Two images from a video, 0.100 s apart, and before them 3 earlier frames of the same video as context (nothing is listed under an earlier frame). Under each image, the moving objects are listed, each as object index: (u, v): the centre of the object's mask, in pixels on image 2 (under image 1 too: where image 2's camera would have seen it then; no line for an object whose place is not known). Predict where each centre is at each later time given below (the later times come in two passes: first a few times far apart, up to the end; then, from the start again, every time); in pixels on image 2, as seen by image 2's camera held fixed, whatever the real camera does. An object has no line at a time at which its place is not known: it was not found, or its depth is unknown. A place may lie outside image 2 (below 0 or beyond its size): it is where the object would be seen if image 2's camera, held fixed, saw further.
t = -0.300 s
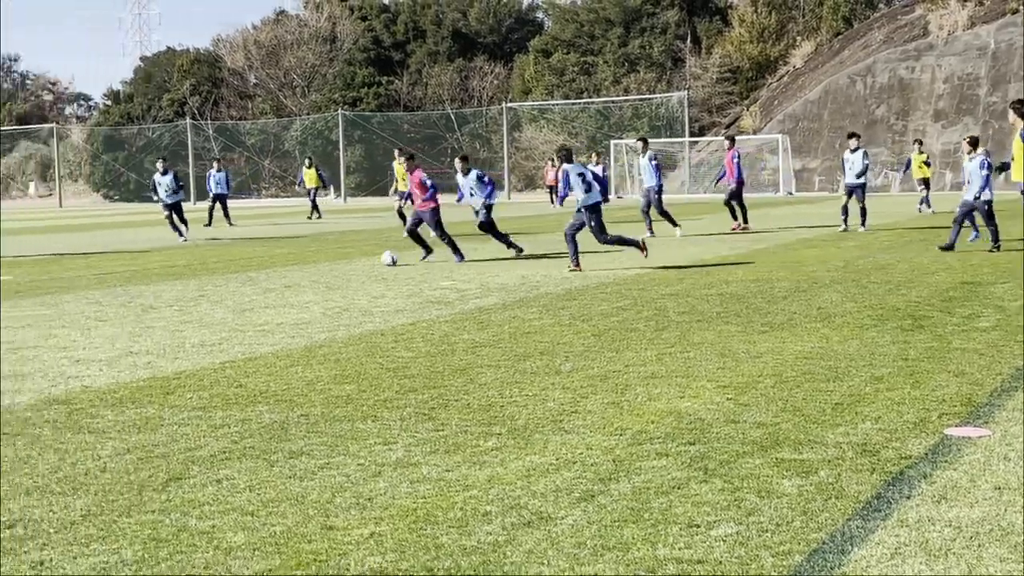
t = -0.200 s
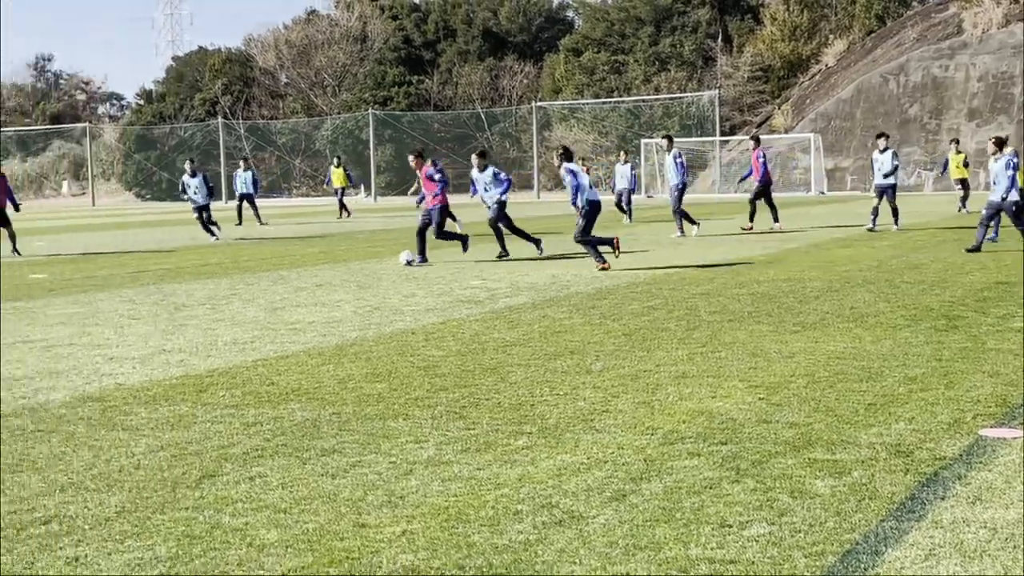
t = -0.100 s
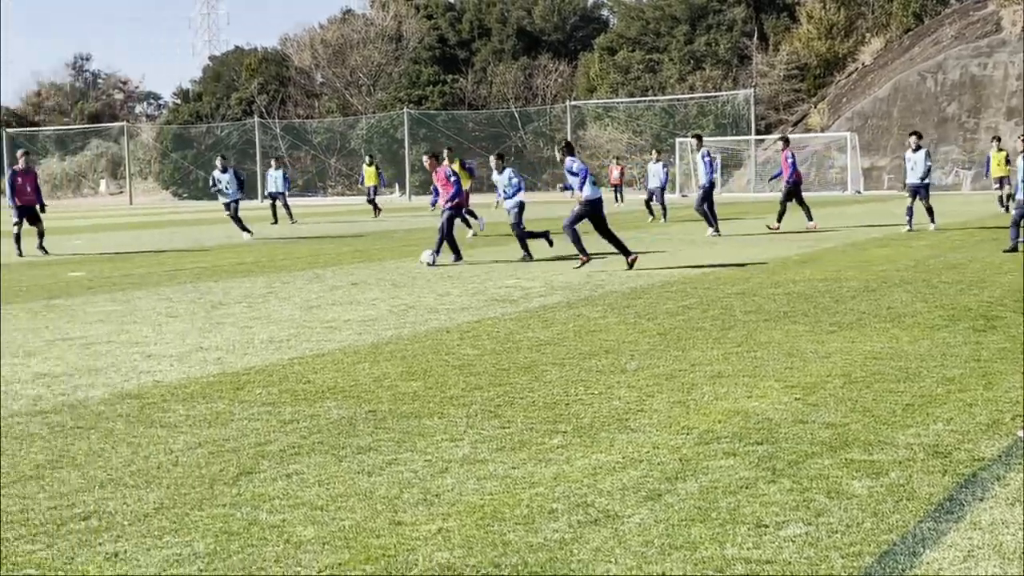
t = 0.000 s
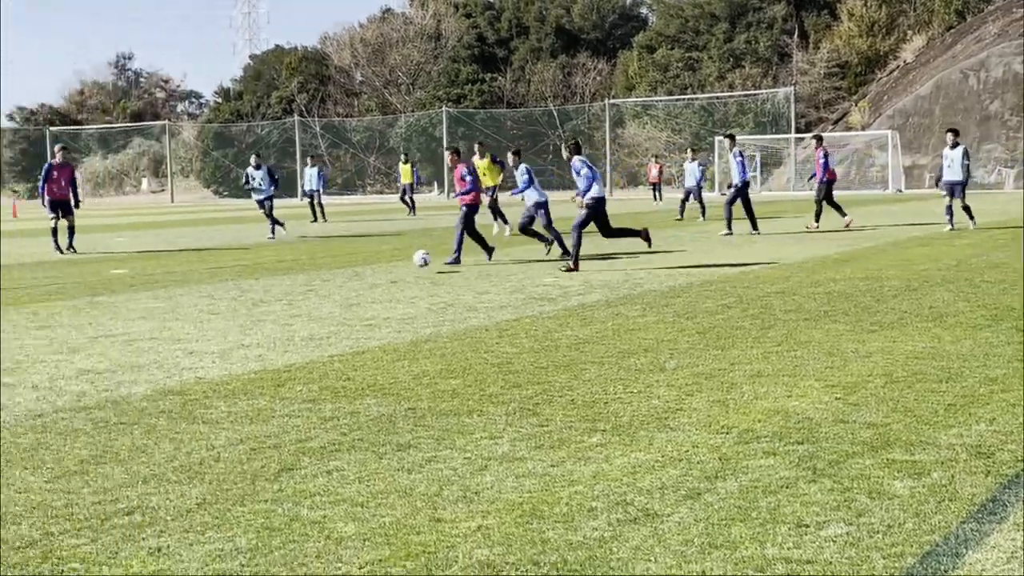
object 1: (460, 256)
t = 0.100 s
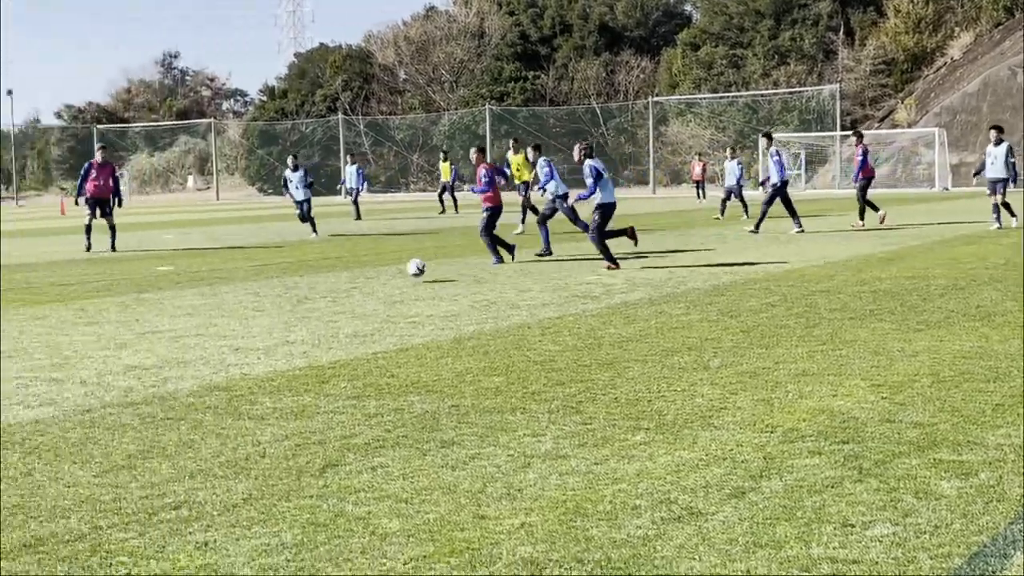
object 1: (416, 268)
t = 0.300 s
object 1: (313, 293)
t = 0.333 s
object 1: (293, 299)
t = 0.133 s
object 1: (400, 274)
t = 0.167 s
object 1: (384, 281)
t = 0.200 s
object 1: (367, 285)
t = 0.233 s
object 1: (350, 286)
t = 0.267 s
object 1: (332, 289)
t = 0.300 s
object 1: (313, 293)
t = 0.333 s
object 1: (293, 299)
